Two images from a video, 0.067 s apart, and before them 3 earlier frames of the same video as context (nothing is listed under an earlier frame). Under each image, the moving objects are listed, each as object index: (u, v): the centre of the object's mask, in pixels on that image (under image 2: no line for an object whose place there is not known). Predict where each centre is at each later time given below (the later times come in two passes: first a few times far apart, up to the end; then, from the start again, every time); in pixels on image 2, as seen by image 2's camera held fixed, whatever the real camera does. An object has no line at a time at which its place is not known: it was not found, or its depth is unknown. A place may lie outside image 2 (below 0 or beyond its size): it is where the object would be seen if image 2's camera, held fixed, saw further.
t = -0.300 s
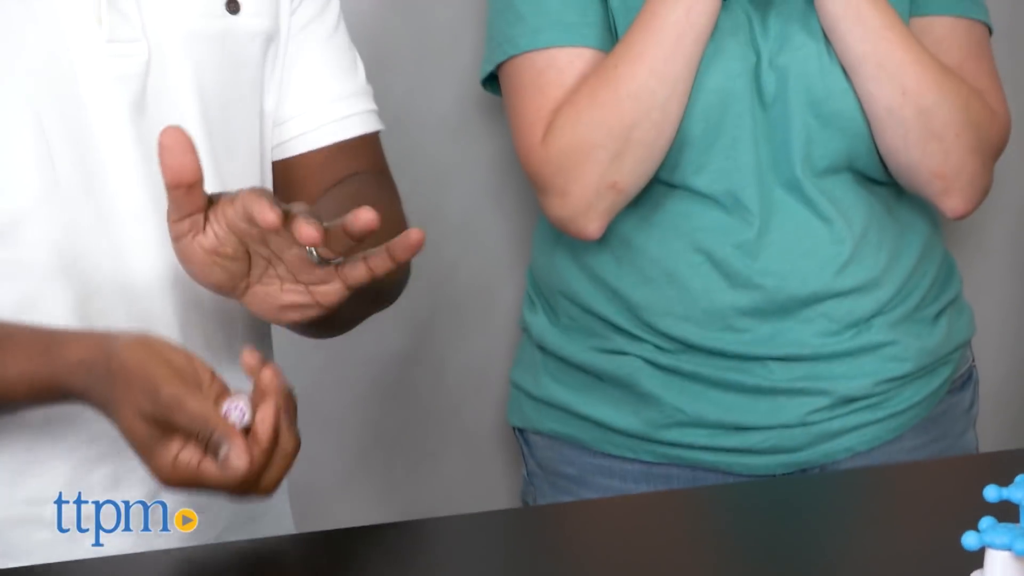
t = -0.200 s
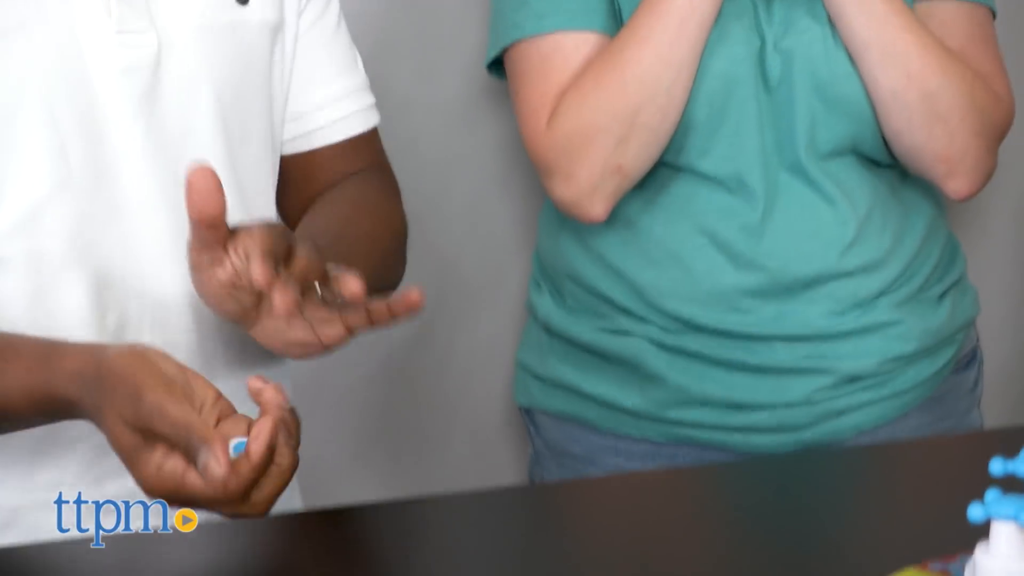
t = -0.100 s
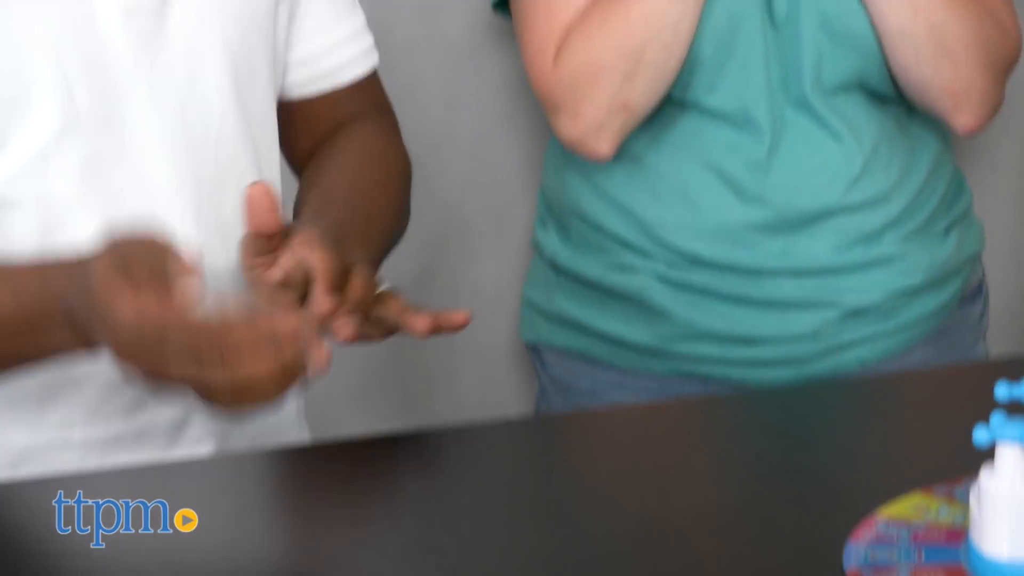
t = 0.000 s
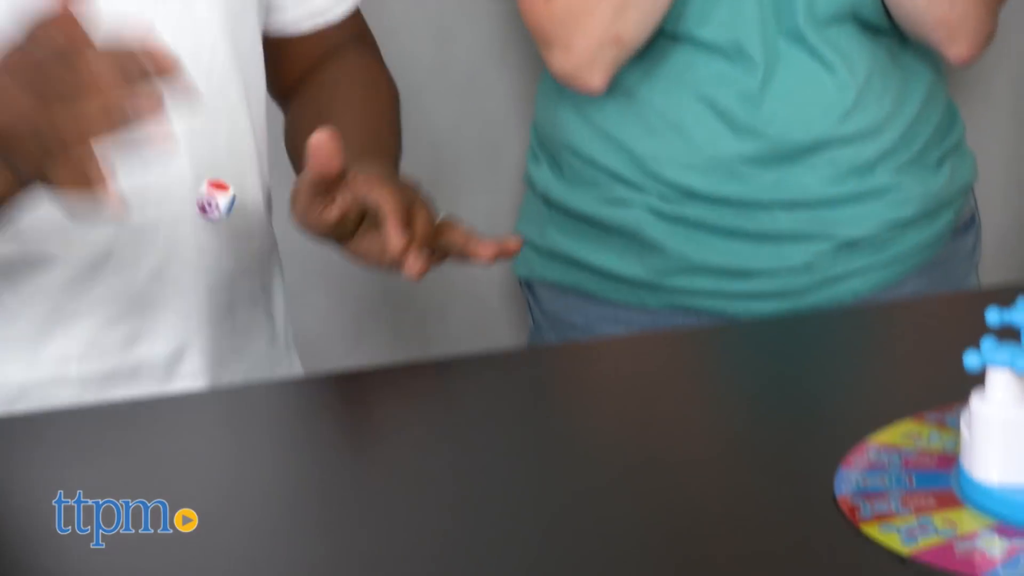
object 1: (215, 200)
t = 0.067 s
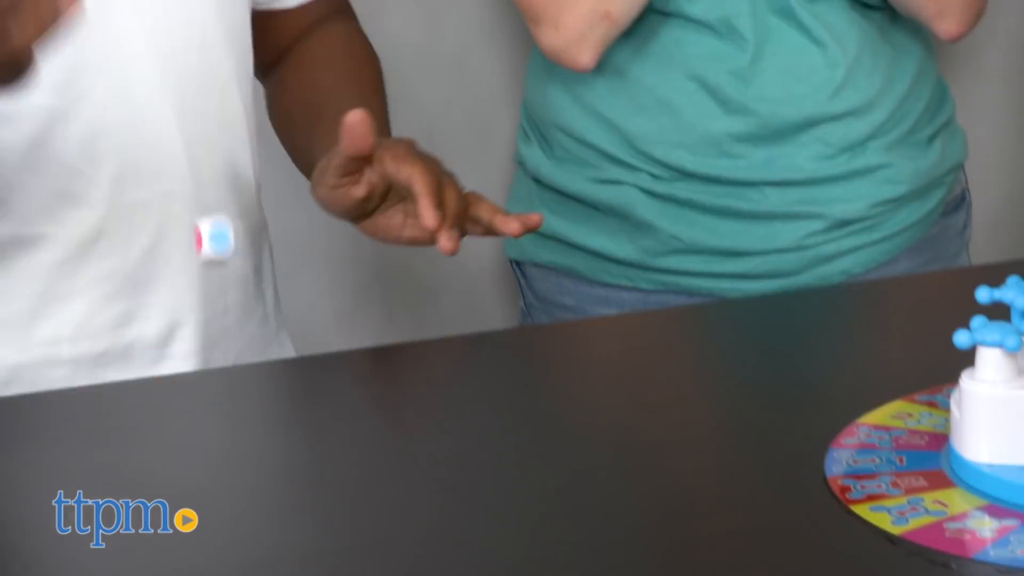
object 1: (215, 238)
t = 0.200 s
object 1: (245, 379)
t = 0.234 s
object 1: (252, 382)
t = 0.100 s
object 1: (223, 304)
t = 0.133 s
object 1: (235, 397)
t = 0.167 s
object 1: (241, 398)
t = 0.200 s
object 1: (245, 379)
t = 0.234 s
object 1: (252, 382)
